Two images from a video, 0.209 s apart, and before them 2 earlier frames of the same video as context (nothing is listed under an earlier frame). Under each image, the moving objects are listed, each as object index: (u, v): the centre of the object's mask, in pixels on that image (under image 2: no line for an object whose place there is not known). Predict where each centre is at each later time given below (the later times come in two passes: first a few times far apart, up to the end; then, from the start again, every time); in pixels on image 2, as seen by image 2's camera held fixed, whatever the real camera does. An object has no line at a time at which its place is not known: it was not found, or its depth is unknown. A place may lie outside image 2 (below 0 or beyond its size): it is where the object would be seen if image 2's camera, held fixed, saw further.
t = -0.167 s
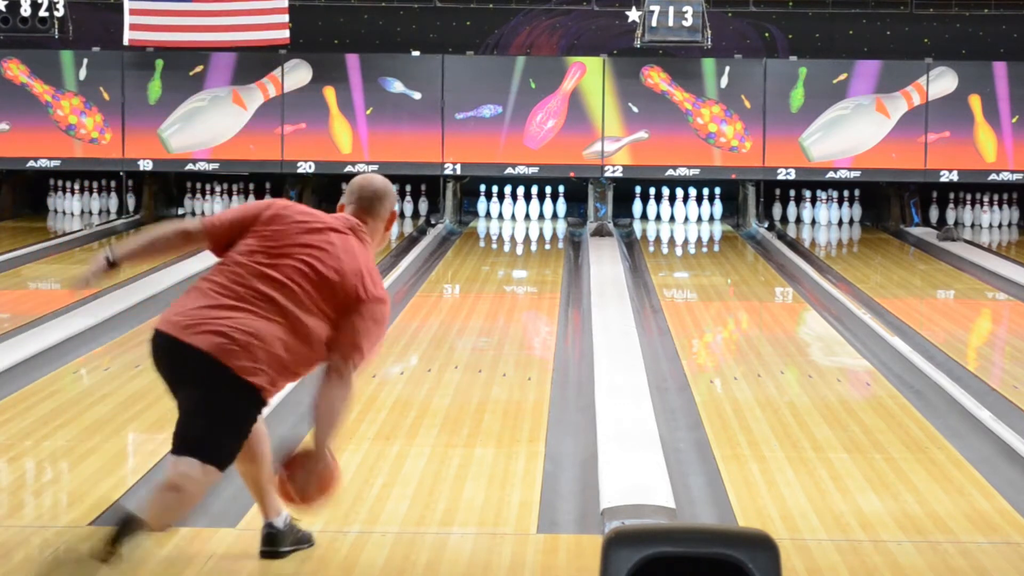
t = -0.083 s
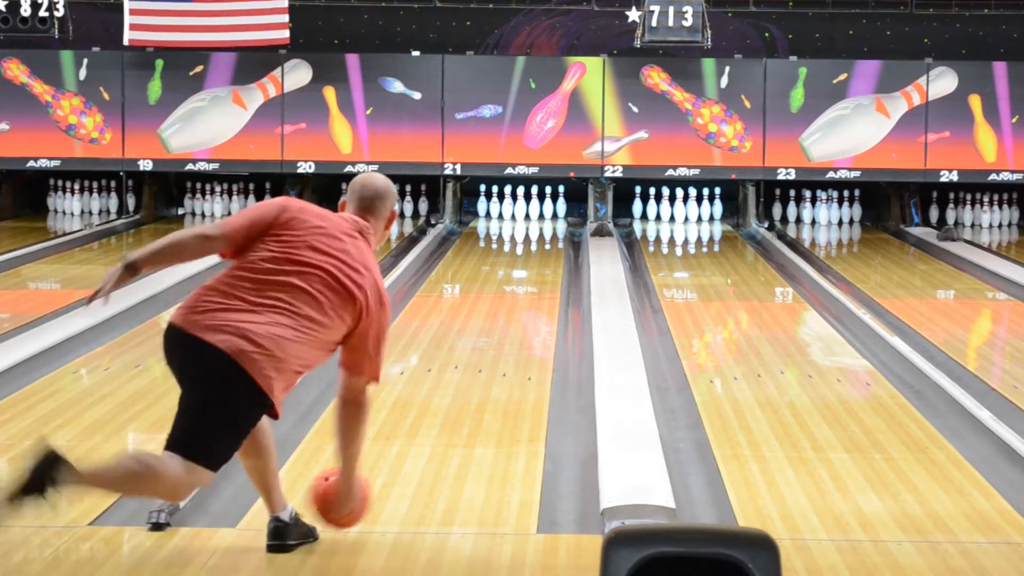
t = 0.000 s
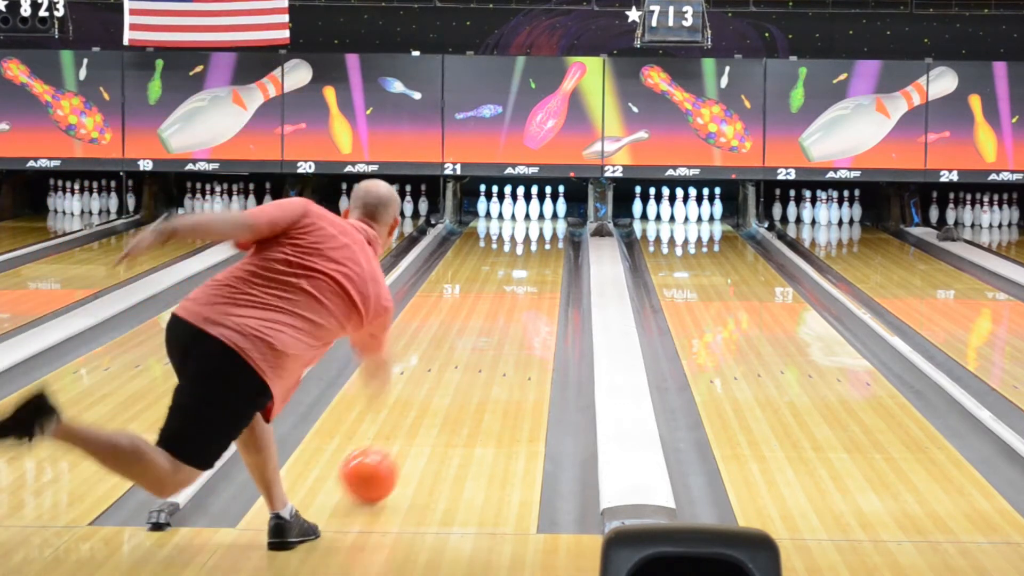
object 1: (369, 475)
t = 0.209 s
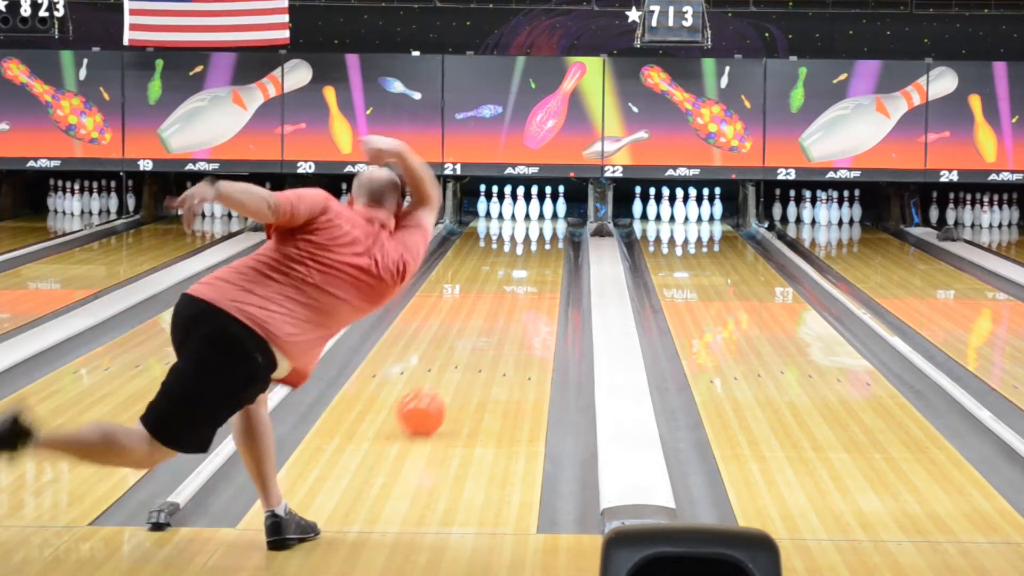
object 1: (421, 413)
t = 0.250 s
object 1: (429, 402)
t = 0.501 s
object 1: (470, 351)
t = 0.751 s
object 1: (499, 314)
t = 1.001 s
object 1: (519, 285)
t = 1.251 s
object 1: (535, 264)
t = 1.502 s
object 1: (545, 246)
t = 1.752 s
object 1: (547, 233)
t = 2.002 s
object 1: (541, 221)
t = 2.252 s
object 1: (532, 212)
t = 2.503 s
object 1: (536, 208)
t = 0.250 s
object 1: (429, 402)
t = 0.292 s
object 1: (438, 392)
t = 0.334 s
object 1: (445, 382)
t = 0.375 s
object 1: (452, 373)
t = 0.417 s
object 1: (458, 366)
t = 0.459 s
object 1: (465, 358)
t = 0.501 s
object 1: (470, 351)
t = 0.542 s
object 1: (476, 344)
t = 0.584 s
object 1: (481, 337)
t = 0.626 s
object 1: (486, 331)
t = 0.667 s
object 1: (490, 325)
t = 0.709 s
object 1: (495, 319)
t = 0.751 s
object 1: (499, 314)
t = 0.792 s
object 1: (503, 308)
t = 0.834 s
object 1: (507, 303)
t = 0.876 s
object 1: (510, 298)
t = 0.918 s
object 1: (513, 294)
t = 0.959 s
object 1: (516, 290)
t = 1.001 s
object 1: (519, 285)
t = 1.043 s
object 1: (523, 281)
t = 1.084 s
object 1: (525, 277)
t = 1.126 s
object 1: (528, 274)
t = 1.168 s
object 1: (530, 270)
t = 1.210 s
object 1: (533, 267)
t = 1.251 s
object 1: (535, 264)
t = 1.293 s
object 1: (537, 261)
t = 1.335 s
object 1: (538, 258)
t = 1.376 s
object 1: (540, 254)
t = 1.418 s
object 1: (542, 252)
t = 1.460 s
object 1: (543, 249)
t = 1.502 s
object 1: (545, 246)
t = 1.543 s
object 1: (546, 244)
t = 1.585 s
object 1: (547, 241)
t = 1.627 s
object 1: (547, 239)
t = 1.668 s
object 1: (547, 237)
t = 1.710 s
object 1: (547, 235)
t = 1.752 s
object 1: (547, 233)
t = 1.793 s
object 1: (547, 230)
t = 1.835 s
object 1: (546, 228)
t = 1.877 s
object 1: (545, 226)
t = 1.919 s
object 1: (544, 224)
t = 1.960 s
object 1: (543, 222)
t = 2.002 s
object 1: (541, 221)
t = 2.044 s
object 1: (539, 219)
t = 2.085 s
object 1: (537, 218)
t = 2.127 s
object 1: (535, 217)
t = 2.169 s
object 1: (533, 215)
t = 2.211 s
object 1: (532, 213)
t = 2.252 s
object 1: (532, 212)
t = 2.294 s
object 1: (533, 211)
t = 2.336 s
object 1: (534, 210)
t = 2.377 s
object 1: (535, 209)
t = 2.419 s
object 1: (535, 208)
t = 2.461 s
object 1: (535, 208)
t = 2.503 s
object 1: (536, 208)
